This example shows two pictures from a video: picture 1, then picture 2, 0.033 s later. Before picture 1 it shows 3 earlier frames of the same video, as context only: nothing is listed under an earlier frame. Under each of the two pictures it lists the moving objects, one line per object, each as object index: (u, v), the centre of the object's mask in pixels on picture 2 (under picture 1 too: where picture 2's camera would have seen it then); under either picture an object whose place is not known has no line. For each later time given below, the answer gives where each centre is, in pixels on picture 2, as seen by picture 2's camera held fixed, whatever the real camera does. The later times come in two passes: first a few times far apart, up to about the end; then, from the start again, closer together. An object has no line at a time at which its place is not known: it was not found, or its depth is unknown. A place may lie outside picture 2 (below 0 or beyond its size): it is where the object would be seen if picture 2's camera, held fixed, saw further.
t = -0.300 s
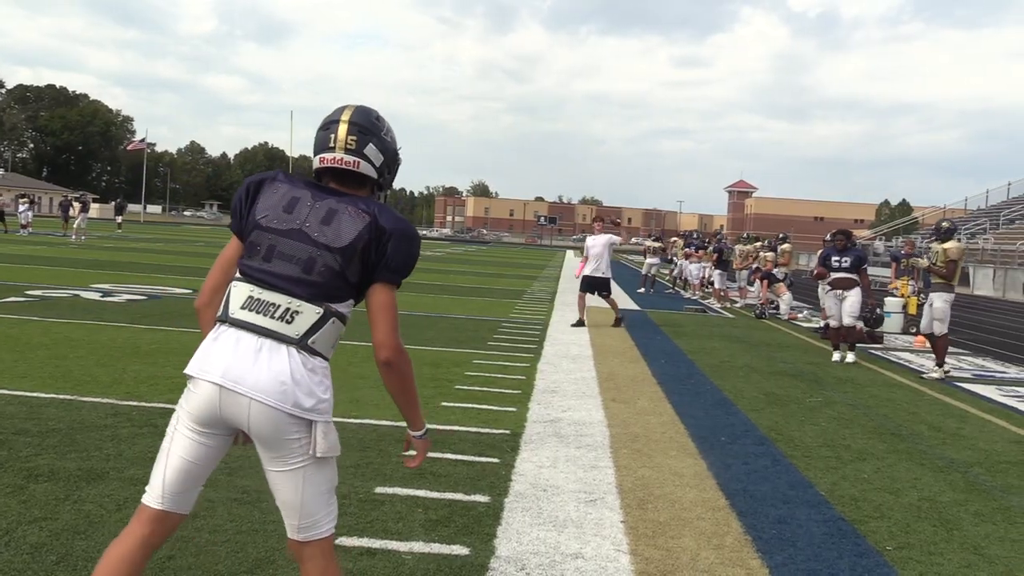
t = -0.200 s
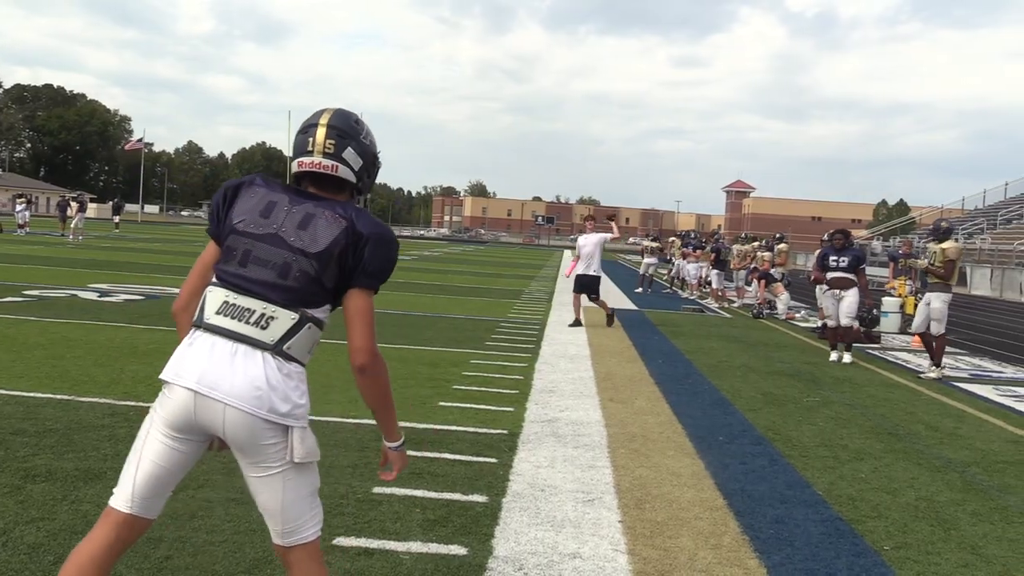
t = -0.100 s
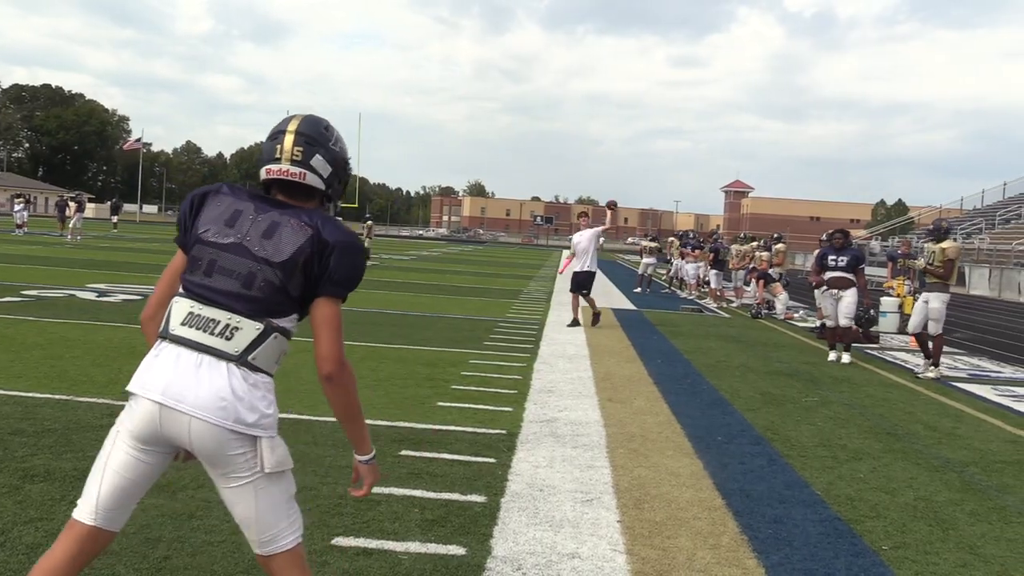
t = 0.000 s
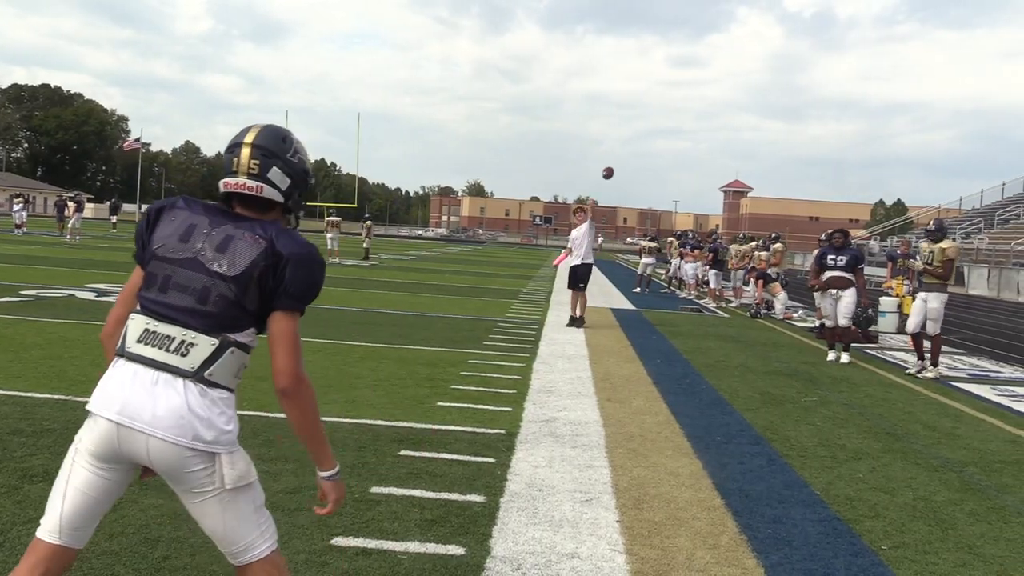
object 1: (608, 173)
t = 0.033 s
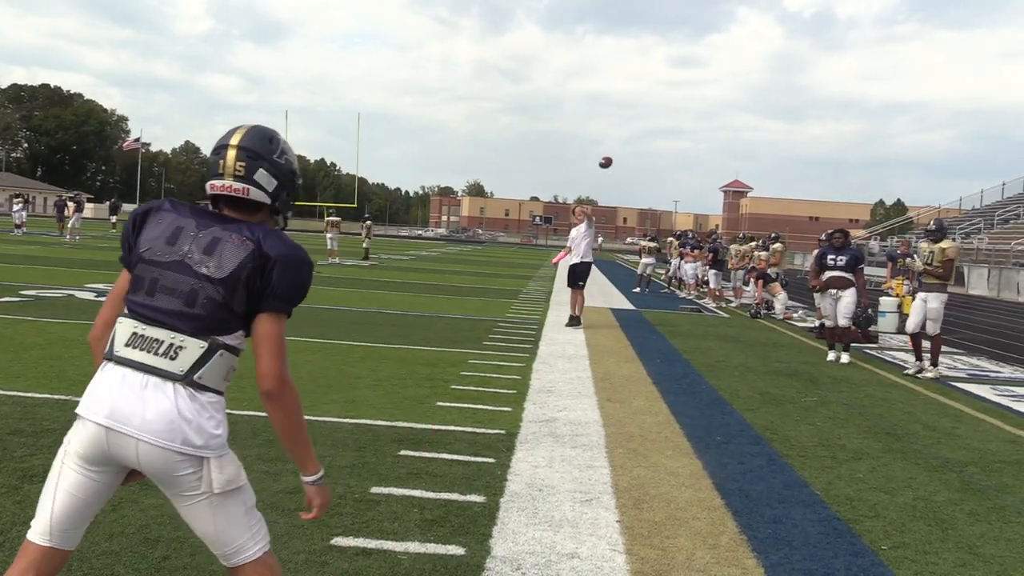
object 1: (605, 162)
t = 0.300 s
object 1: (583, 90)
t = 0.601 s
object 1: (538, 51)
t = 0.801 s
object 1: (483, 76)
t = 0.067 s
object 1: (603, 152)
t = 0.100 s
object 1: (601, 142)
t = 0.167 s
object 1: (596, 123)
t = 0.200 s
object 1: (593, 114)
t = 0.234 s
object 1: (590, 106)
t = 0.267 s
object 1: (586, 98)
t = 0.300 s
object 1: (583, 90)
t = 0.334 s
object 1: (579, 82)
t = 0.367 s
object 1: (575, 76)
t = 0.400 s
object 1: (571, 70)
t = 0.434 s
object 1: (567, 65)
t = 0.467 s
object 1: (562, 60)
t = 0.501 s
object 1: (556, 57)
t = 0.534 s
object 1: (551, 54)
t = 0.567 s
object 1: (544, 52)
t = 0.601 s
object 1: (538, 51)
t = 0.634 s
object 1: (531, 51)
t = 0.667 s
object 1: (523, 53)
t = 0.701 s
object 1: (514, 57)
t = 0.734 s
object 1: (505, 61)
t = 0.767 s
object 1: (494, 68)
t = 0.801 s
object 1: (483, 76)
